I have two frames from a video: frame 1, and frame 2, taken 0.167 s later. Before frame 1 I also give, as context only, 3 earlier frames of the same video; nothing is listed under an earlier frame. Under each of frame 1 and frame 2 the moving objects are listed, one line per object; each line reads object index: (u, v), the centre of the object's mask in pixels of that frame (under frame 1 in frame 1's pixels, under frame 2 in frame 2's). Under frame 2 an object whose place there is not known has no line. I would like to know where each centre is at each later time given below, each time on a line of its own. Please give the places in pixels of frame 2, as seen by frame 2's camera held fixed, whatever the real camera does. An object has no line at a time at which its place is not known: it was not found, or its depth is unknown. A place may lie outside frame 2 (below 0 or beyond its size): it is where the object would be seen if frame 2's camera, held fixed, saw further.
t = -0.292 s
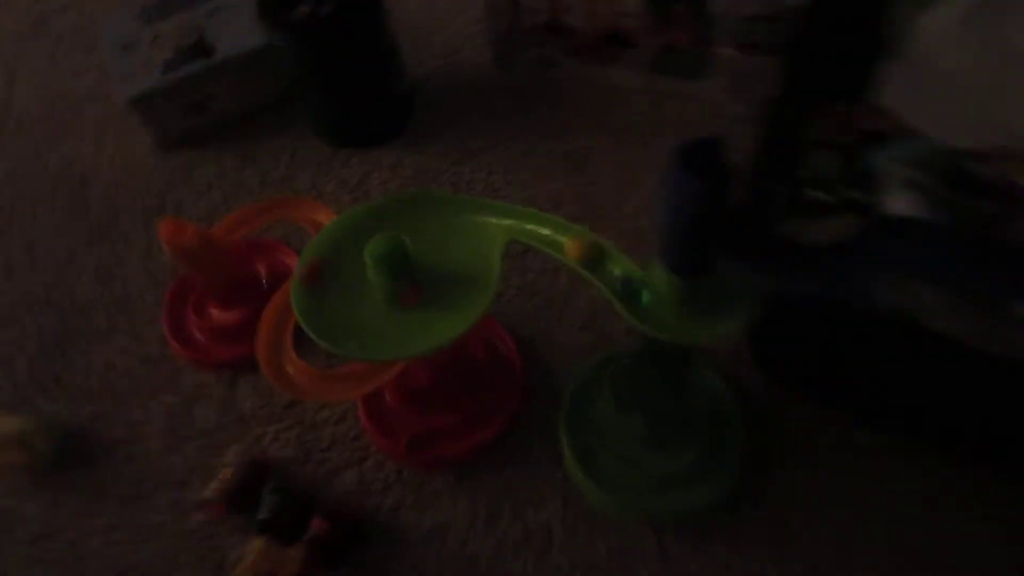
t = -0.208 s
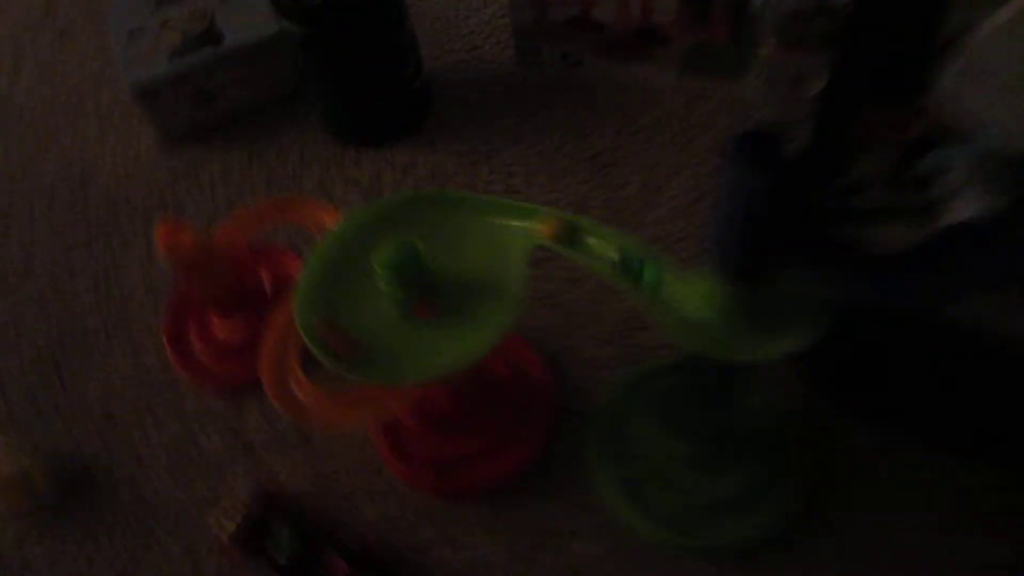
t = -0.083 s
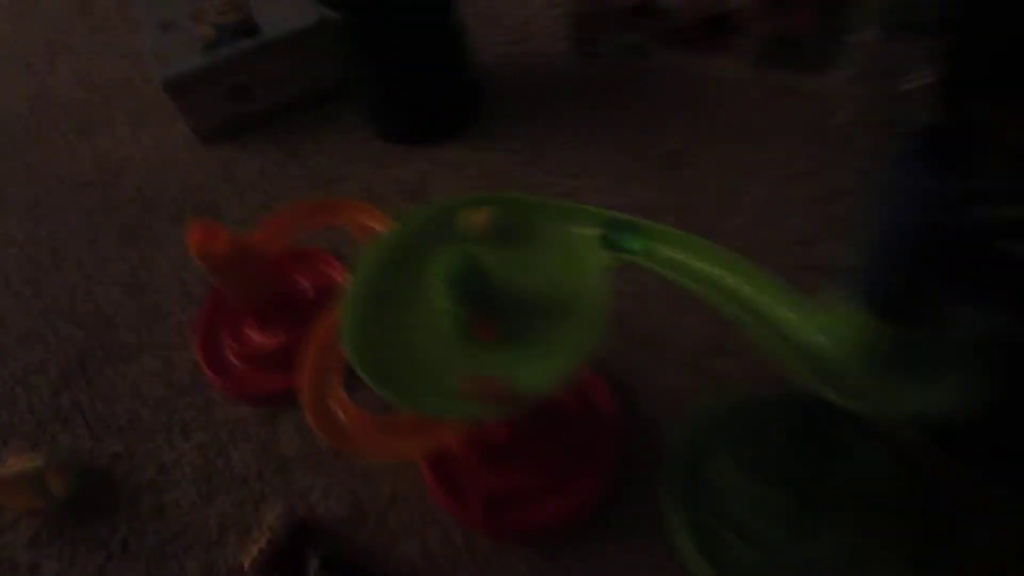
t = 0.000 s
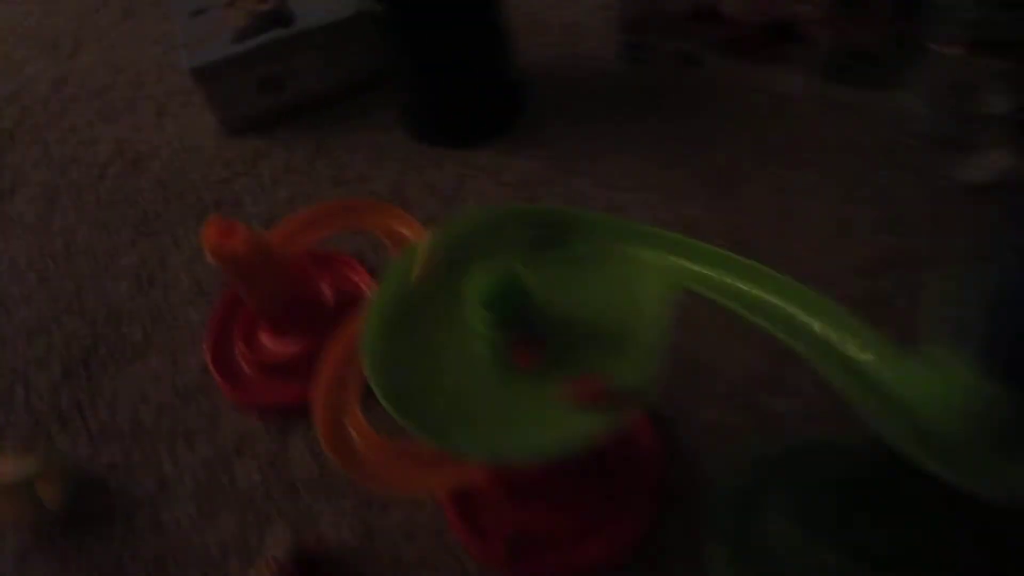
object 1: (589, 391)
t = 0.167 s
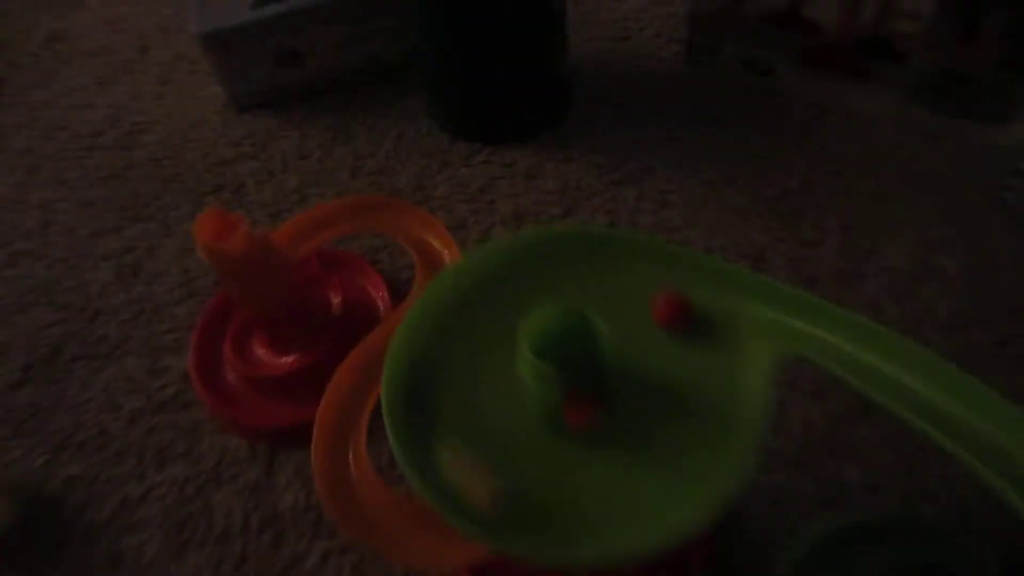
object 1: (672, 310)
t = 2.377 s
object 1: (582, 477)
